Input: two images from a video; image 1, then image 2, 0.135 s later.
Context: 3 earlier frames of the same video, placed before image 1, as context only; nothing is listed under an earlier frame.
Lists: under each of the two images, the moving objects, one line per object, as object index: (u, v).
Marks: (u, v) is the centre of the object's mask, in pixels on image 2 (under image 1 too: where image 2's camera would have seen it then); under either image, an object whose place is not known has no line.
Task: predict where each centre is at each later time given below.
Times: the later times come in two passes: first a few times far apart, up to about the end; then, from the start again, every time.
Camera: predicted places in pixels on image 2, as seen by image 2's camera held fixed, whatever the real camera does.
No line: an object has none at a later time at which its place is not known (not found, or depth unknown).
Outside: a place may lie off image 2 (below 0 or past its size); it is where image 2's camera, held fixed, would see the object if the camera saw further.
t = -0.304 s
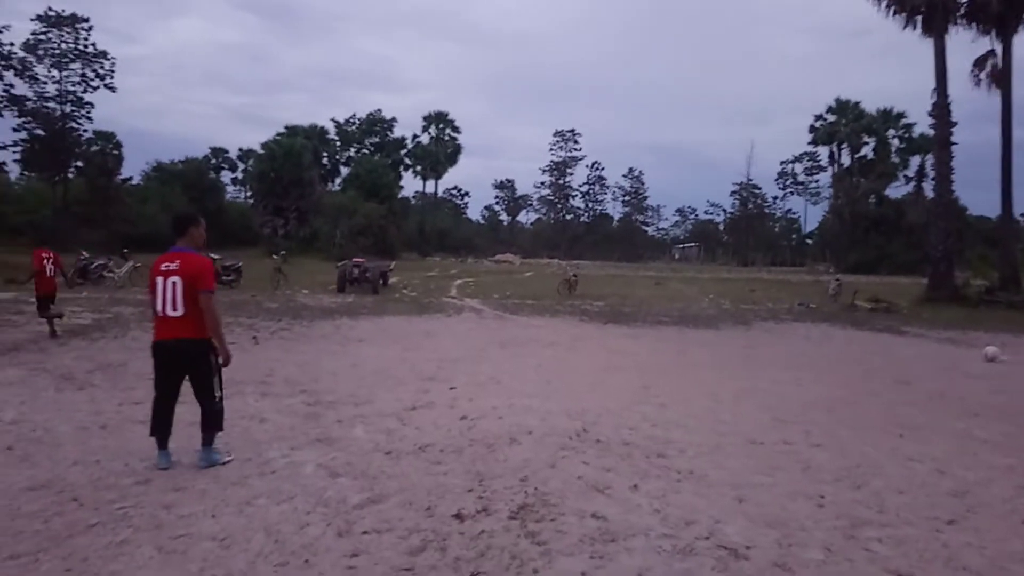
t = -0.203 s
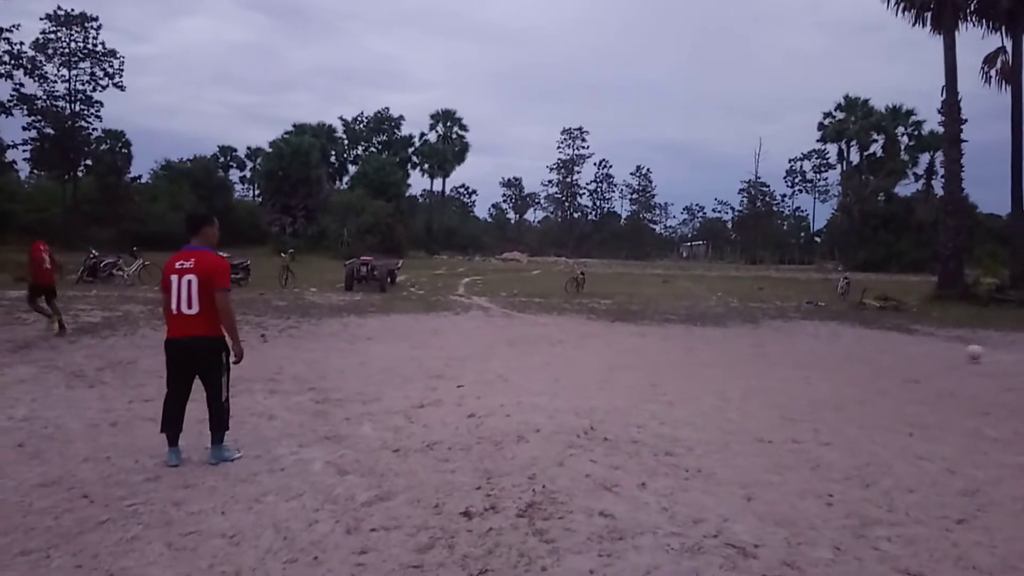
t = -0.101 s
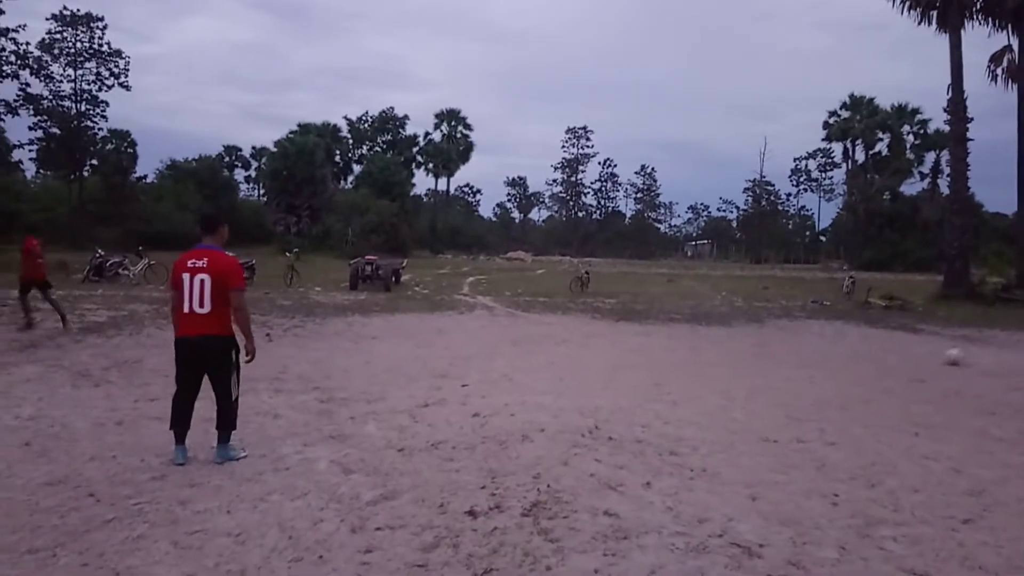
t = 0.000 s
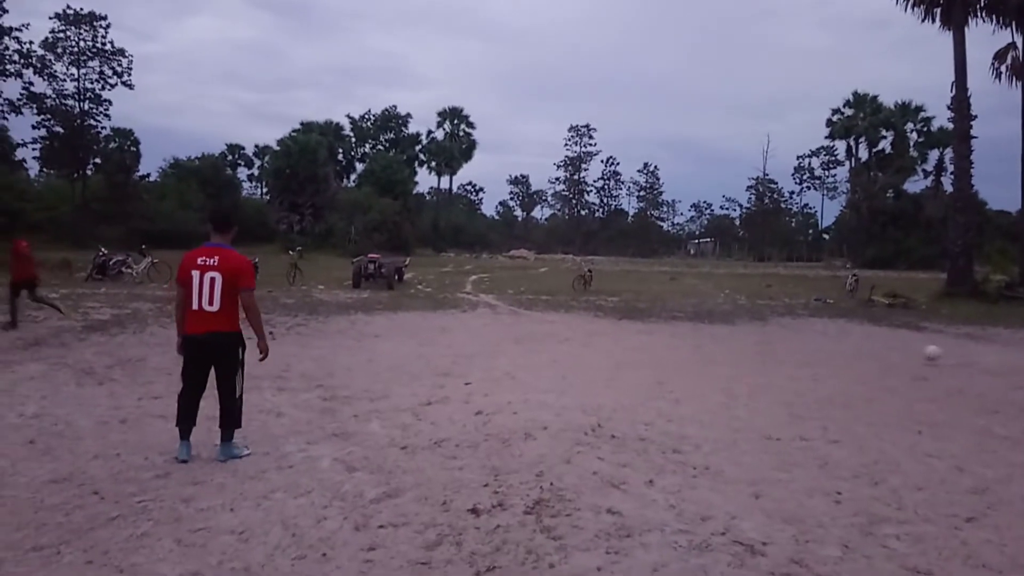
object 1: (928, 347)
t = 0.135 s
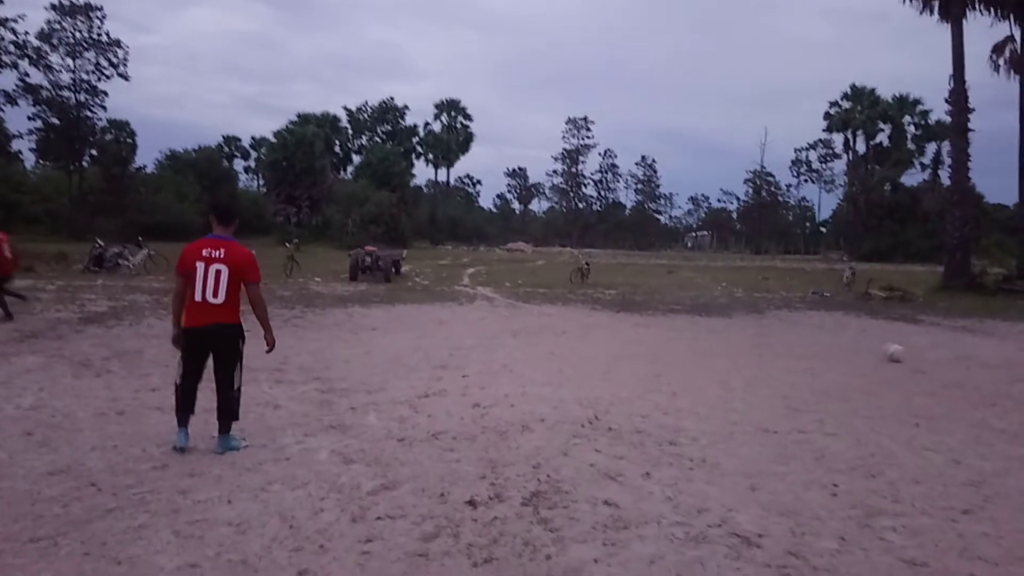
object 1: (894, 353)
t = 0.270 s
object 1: (859, 350)
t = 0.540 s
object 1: (781, 361)
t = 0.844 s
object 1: (690, 362)
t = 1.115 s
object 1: (602, 369)
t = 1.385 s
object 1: (510, 360)
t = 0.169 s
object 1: (885, 351)
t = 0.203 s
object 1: (877, 350)
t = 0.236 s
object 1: (868, 350)
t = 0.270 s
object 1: (859, 350)
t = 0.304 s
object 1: (850, 352)
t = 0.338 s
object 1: (840, 355)
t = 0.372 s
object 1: (829, 359)
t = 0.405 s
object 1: (820, 360)
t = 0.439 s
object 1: (811, 360)
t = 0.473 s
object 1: (801, 361)
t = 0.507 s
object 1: (792, 362)
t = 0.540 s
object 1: (781, 361)
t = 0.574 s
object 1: (772, 358)
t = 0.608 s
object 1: (762, 356)
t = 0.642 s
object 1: (752, 356)
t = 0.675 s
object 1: (742, 356)
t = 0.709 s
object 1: (731, 358)
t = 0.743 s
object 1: (720, 361)
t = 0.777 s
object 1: (710, 366)
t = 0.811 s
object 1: (699, 367)
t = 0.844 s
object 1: (690, 362)
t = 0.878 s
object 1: (679, 359)
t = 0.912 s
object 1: (669, 357)
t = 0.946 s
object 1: (659, 356)
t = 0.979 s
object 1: (648, 356)
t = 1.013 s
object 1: (637, 357)
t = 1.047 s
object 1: (626, 360)
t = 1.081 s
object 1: (614, 364)
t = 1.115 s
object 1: (602, 369)
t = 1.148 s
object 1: (591, 376)
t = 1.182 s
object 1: (579, 372)
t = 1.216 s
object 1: (568, 367)
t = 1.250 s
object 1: (557, 363)
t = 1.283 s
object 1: (547, 360)
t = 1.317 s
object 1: (535, 359)
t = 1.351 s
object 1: (523, 358)
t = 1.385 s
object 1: (510, 360)
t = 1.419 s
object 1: (499, 361)
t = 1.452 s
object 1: (487, 365)
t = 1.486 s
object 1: (473, 369)
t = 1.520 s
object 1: (460, 375)
